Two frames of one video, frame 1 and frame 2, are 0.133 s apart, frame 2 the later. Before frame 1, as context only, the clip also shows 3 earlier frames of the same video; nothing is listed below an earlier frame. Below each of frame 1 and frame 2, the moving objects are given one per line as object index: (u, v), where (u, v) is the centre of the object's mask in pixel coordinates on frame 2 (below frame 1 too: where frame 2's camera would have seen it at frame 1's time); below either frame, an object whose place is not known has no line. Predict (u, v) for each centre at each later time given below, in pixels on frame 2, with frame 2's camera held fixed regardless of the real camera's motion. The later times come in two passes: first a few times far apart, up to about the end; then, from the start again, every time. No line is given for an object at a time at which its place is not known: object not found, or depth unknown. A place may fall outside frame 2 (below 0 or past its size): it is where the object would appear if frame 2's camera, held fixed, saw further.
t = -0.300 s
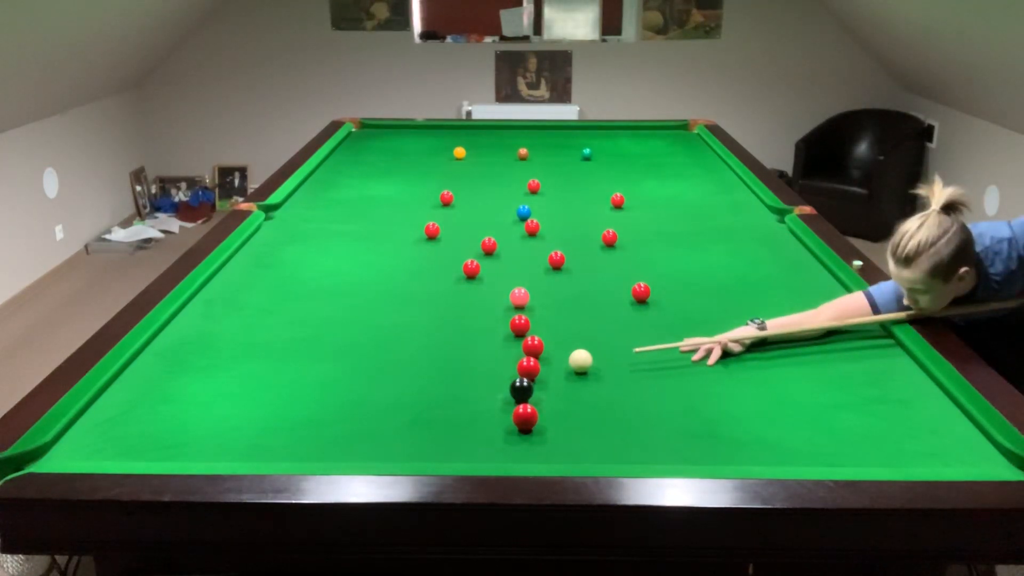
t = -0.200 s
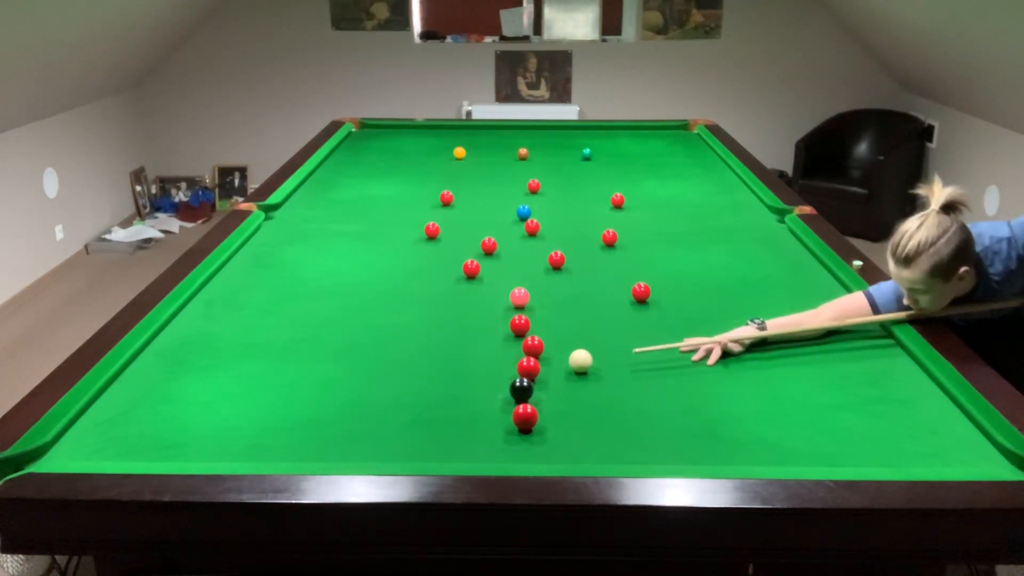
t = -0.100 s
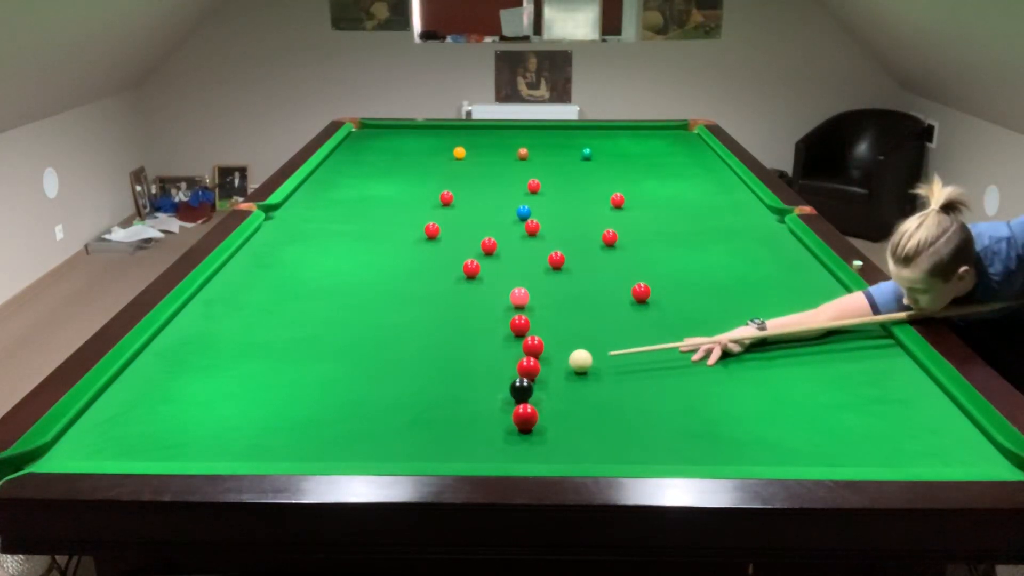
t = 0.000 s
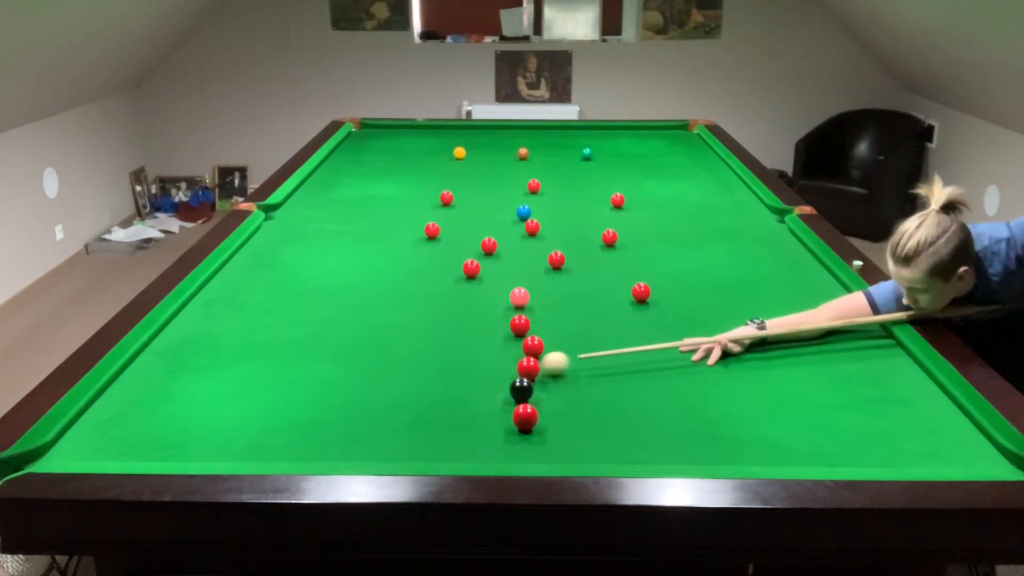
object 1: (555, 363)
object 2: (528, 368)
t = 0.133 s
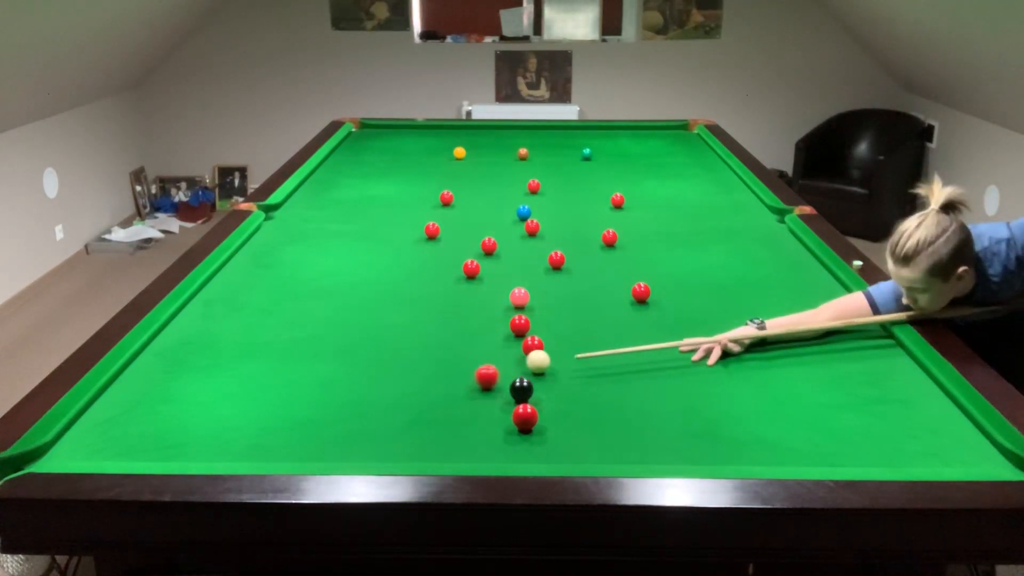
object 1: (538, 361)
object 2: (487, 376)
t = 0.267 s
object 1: (520, 360)
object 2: (449, 384)
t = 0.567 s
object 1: (483, 356)
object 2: (365, 400)
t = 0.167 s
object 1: (533, 361)
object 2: (477, 378)
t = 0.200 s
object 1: (529, 360)
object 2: (468, 380)
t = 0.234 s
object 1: (525, 360)
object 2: (459, 382)
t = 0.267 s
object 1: (520, 360)
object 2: (449, 384)
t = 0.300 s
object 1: (516, 359)
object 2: (440, 385)
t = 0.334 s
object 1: (512, 359)
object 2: (431, 387)
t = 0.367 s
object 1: (507, 358)
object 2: (421, 389)
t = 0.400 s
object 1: (503, 358)
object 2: (412, 391)
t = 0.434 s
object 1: (499, 358)
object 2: (403, 392)
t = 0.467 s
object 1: (495, 357)
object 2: (393, 394)
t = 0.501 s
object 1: (491, 357)
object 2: (384, 396)
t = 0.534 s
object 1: (487, 357)
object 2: (375, 398)
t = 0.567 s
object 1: (483, 356)
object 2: (365, 400)
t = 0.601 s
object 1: (480, 356)
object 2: (356, 402)
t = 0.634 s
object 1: (476, 356)
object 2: (346, 404)
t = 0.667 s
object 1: (472, 355)
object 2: (336, 406)
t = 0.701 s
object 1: (469, 355)
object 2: (327, 407)
